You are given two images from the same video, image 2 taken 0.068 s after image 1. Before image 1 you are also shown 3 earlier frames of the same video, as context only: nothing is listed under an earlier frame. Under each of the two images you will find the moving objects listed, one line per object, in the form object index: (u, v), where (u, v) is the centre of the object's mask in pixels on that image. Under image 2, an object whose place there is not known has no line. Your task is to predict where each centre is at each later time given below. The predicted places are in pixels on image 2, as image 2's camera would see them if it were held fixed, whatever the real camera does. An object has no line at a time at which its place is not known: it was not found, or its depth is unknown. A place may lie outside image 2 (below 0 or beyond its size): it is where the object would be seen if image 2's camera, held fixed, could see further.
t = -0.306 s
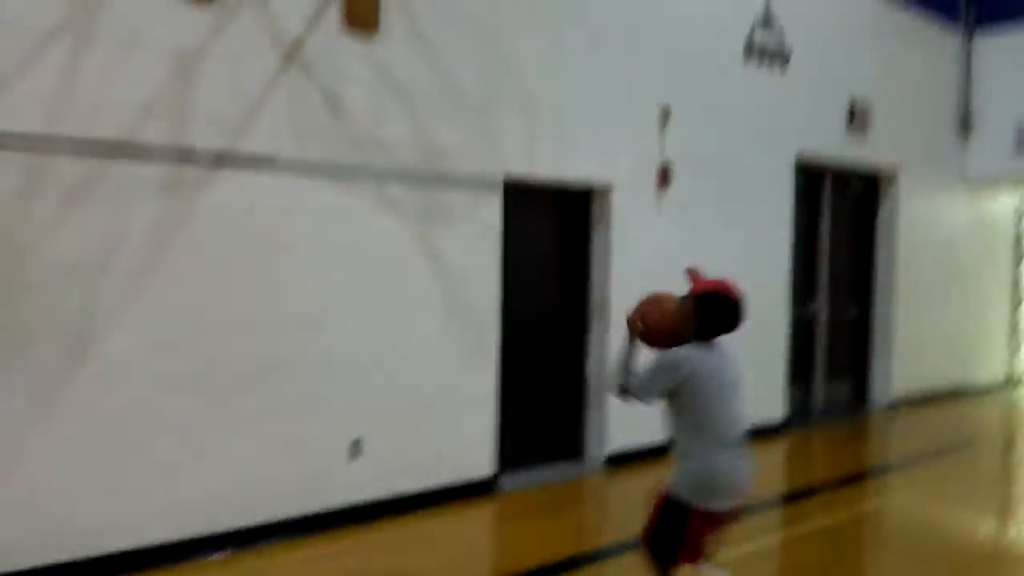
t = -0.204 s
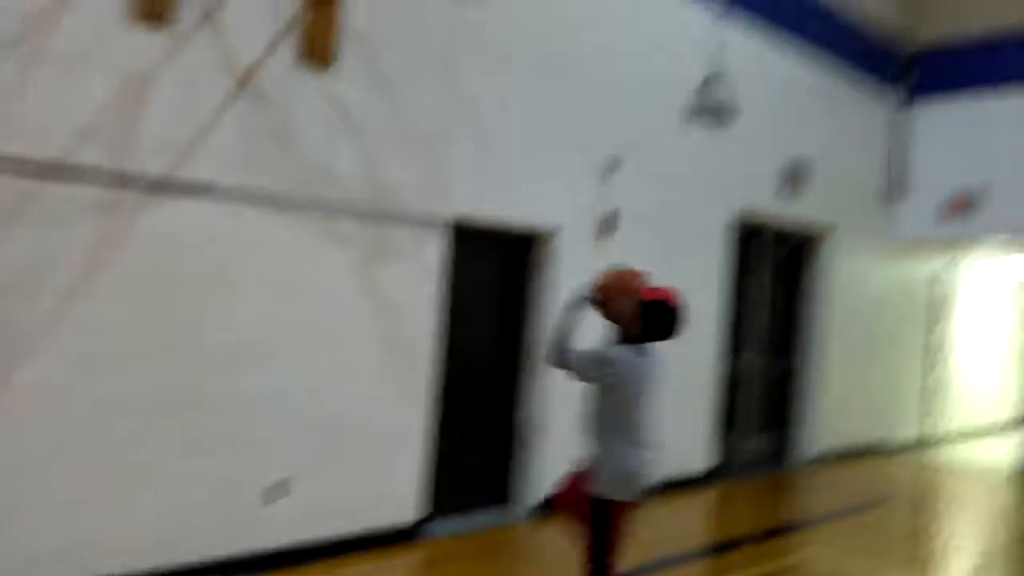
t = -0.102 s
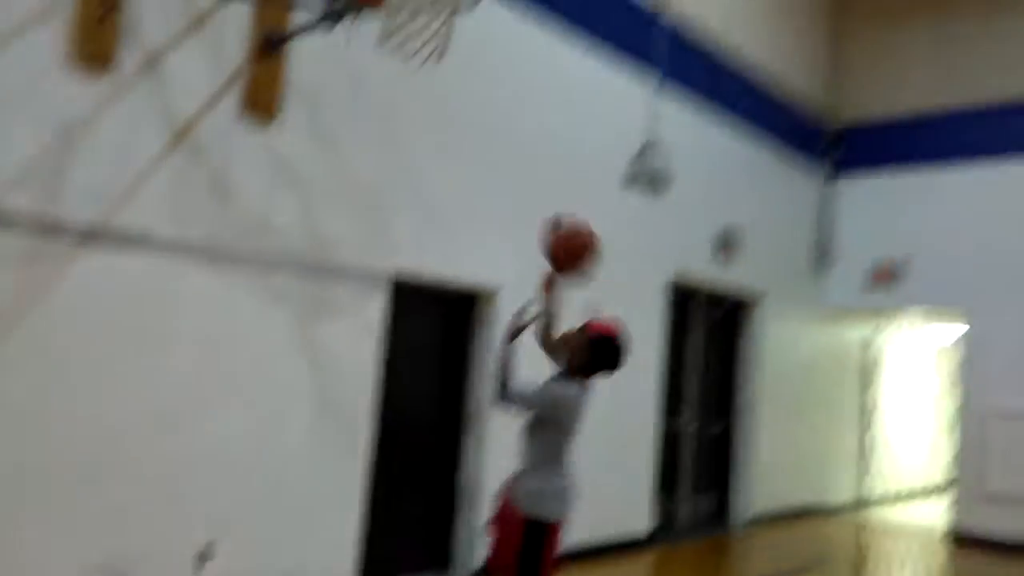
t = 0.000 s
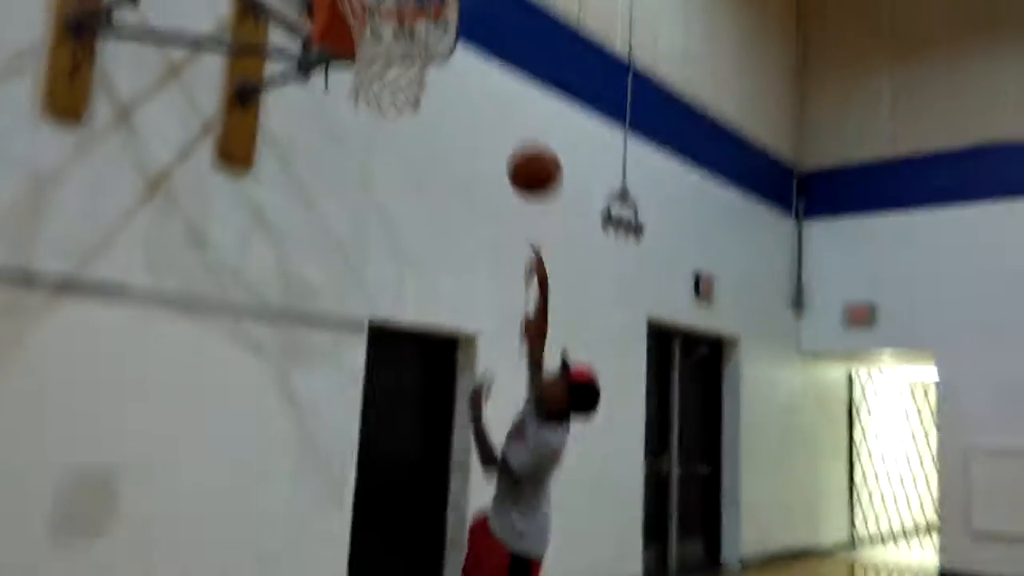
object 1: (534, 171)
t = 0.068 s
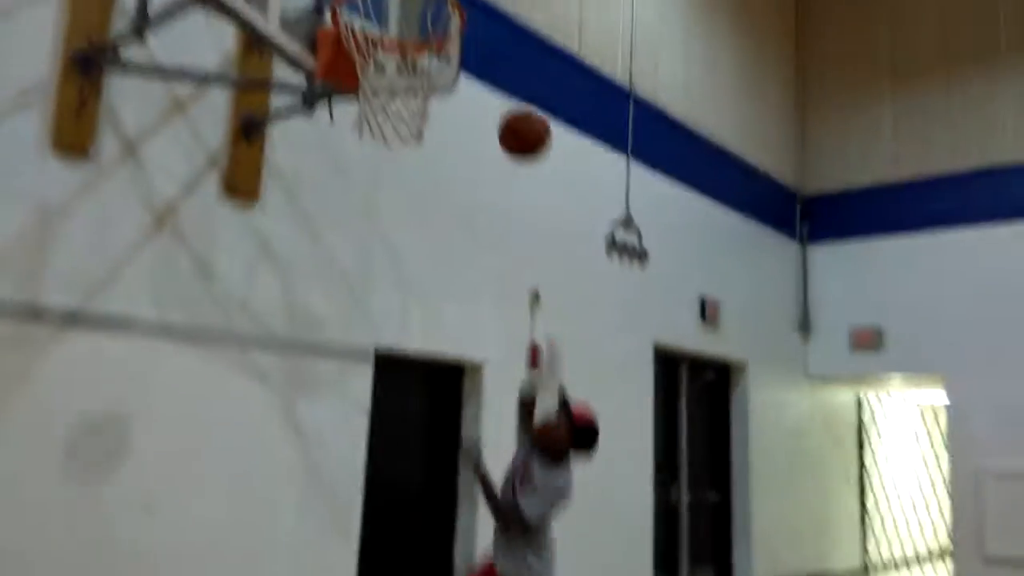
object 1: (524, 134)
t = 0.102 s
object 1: (519, 104)
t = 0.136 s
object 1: (512, 78)
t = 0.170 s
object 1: (504, 53)
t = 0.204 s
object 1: (497, 35)
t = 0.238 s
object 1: (490, 16)
